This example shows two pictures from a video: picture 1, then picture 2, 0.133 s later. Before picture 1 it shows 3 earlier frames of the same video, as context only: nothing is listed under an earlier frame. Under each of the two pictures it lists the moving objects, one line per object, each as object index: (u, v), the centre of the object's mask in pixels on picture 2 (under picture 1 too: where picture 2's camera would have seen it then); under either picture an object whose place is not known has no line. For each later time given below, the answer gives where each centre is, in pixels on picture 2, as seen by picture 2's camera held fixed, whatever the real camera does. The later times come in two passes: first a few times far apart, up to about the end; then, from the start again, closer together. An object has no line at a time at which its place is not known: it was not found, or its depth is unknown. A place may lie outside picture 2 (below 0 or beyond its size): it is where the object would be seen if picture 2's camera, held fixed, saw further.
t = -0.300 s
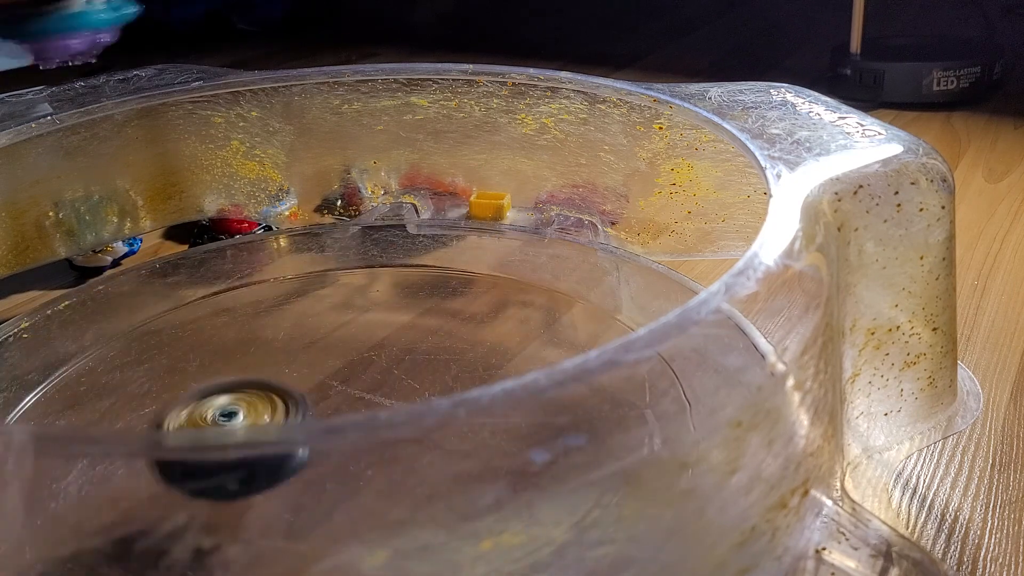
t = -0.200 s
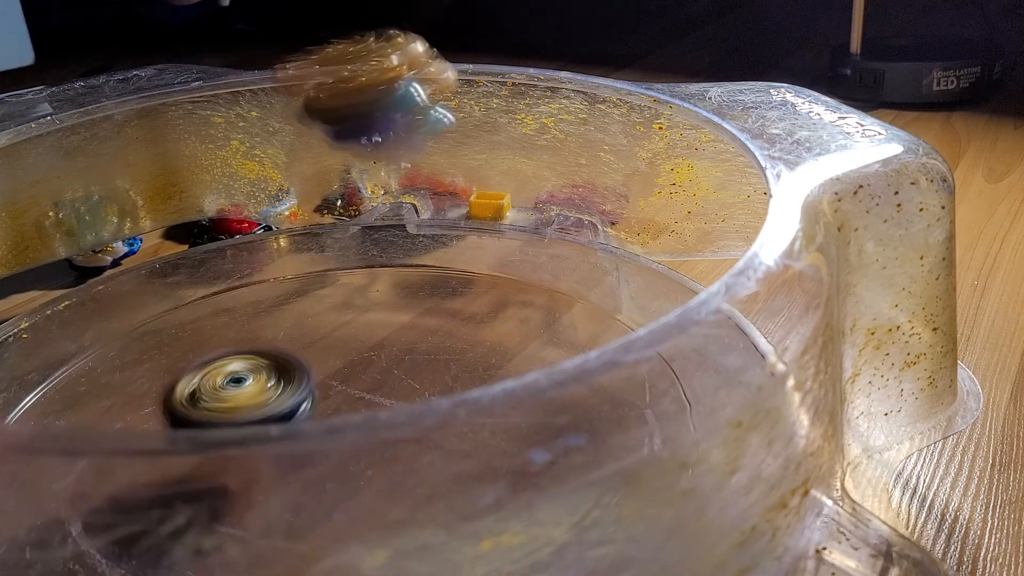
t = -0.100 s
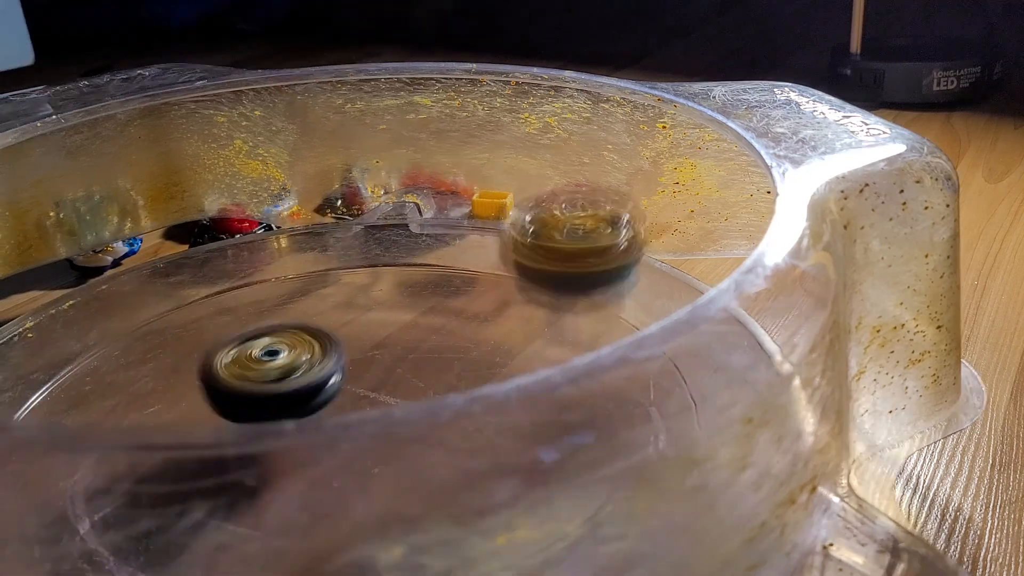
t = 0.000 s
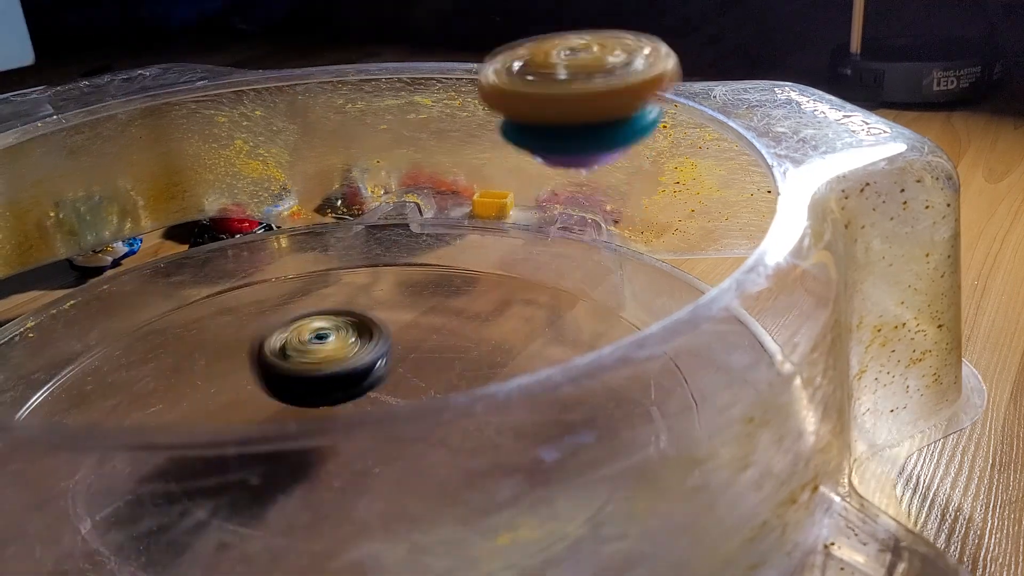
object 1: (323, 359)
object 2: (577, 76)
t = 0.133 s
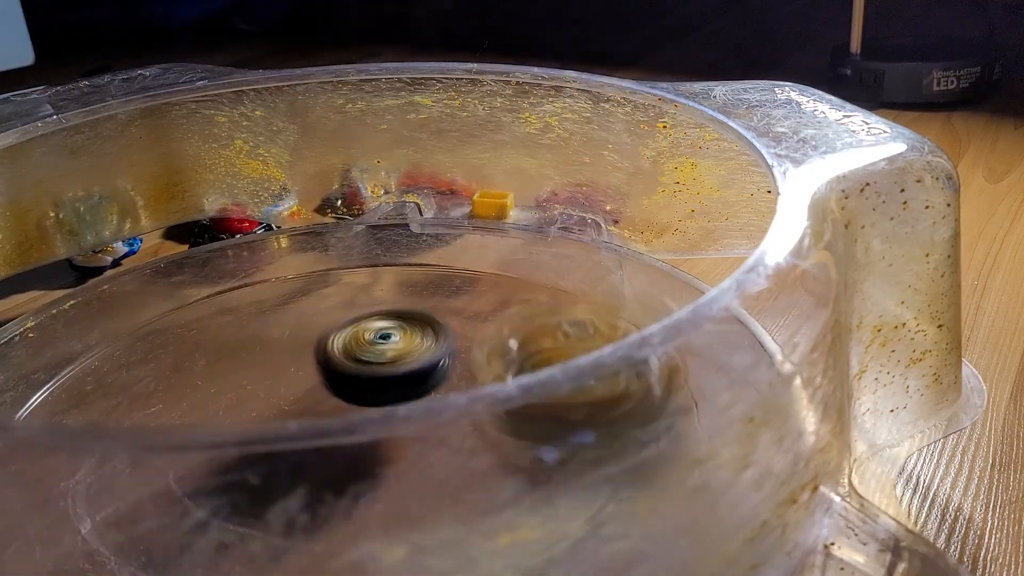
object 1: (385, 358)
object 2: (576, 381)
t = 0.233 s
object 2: (466, 332)
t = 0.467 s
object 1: (416, 438)
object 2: (247, 381)
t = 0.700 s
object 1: (315, 465)
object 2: (307, 264)
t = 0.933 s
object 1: (273, 398)
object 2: (351, 329)
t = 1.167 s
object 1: (243, 389)
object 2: (390, 345)
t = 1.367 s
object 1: (234, 375)
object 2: (391, 365)
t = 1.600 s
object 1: (260, 343)
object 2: (437, 362)
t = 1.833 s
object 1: (274, 314)
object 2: (550, 368)
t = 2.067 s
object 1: (302, 351)
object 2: (458, 328)
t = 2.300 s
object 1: (102, 357)
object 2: (531, 316)
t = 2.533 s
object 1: (143, 366)
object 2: (388, 371)
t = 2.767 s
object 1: (215, 410)
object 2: (317, 512)
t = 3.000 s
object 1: (261, 495)
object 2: (538, 481)
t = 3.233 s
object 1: (300, 514)
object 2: (571, 319)
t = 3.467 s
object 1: (359, 505)
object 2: (228, 267)
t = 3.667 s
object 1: (417, 481)
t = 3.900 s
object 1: (469, 451)
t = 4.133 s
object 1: (534, 269)
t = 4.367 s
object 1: (476, 302)
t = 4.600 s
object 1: (377, 378)
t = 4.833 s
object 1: (316, 352)
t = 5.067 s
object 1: (304, 305)
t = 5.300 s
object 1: (277, 299)
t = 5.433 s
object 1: (130, 315)
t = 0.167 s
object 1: (398, 359)
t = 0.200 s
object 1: (404, 361)
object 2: (538, 442)
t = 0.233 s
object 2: (466, 332)
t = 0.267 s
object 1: (427, 381)
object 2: (410, 276)
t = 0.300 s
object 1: (428, 372)
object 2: (361, 253)
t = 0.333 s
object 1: (433, 390)
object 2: (321, 274)
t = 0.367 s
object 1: (434, 399)
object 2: (289, 331)
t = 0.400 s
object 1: (434, 426)
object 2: (274, 386)
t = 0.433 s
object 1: (425, 428)
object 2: (249, 504)
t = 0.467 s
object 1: (416, 438)
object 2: (247, 381)
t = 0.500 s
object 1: (406, 448)
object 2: (241, 323)
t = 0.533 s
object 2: (248, 290)
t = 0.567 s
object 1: (376, 469)
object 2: (258, 289)
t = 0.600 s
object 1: (362, 473)
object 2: (275, 314)
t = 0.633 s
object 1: (347, 475)
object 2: (295, 339)
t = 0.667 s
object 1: (330, 476)
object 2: (298, 290)
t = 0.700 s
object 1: (315, 465)
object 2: (307, 264)
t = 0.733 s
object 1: (300, 462)
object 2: (321, 262)
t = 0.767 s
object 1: (289, 451)
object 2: (338, 283)
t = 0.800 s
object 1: (280, 447)
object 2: (348, 295)
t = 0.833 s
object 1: (276, 424)
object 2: (350, 292)
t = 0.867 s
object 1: (275, 424)
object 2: (355, 310)
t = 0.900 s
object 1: (268, 423)
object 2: (352, 312)
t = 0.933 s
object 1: (273, 398)
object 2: (351, 329)
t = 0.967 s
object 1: (259, 396)
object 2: (366, 327)
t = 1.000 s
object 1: (247, 395)
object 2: (379, 323)
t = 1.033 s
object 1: (238, 422)
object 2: (388, 327)
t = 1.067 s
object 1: (237, 397)
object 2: (393, 329)
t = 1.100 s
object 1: (240, 397)
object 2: (394, 332)
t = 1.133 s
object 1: (243, 396)
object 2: (390, 336)
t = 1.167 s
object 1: (243, 389)
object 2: (390, 345)
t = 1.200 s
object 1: (234, 392)
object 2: (396, 347)
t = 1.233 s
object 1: (230, 388)
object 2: (396, 352)
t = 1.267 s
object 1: (231, 384)
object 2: (392, 354)
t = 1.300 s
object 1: (234, 383)
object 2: (387, 356)
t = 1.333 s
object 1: (232, 382)
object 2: (388, 363)
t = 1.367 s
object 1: (234, 375)
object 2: (391, 365)
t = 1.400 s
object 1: (231, 371)
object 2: (403, 366)
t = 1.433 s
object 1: (234, 367)
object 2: (408, 366)
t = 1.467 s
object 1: (241, 363)
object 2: (410, 366)
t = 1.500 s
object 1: (251, 358)
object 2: (412, 366)
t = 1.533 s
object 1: (261, 356)
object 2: (413, 365)
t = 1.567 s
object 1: (273, 354)
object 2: (415, 363)
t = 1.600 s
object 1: (260, 343)
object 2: (437, 362)
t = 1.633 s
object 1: (250, 331)
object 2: (461, 362)
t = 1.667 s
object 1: (248, 323)
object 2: (484, 363)
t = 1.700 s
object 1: (249, 317)
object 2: (505, 381)
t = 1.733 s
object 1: (254, 313)
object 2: (524, 376)
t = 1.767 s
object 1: (260, 311)
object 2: (543, 400)
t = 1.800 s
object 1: (268, 311)
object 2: (544, 370)
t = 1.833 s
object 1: (274, 314)
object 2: (550, 368)
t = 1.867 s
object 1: (281, 316)
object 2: (542, 370)
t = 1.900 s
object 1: (288, 320)
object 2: (542, 361)
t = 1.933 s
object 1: (293, 324)
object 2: (526, 346)
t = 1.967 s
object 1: (299, 330)
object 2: (518, 340)
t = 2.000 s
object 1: (304, 337)
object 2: (499, 339)
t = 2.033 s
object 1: (308, 344)
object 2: (478, 333)
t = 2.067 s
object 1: (302, 351)
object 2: (458, 328)
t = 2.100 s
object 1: (248, 357)
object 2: (487, 320)
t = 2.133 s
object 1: (203, 352)
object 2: (510, 316)
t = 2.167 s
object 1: (166, 355)
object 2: (528, 316)
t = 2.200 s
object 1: (137, 358)
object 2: (539, 310)
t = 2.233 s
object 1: (119, 354)
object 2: (542, 313)
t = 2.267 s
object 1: (107, 356)
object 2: (541, 314)
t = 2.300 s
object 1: (102, 357)
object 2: (531, 316)
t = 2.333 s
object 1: (100, 352)
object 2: (518, 315)
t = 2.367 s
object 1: (103, 355)
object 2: (499, 326)
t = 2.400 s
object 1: (107, 356)
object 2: (478, 333)
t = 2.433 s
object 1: (113, 356)
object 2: (454, 343)
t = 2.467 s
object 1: (122, 357)
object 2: (430, 354)
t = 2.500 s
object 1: (133, 364)
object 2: (409, 362)
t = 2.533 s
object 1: (143, 366)
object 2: (388, 371)
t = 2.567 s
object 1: (156, 373)
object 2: (368, 381)
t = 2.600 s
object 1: (165, 375)
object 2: (349, 415)
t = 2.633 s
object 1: (176, 380)
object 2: (339, 446)
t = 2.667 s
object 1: (188, 384)
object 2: (319, 483)
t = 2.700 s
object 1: (199, 389)
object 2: (311, 495)
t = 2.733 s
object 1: (209, 392)
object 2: (311, 504)
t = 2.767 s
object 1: (215, 410)
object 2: (317, 512)
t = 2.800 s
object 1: (228, 426)
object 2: (330, 517)
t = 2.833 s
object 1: (237, 429)
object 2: (354, 520)
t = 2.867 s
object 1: (238, 457)
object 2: (395, 526)
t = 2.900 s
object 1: (245, 464)
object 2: (420, 522)
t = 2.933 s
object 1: (251, 486)
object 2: (455, 520)
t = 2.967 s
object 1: (256, 491)
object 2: (491, 516)
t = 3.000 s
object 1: (261, 495)
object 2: (538, 481)
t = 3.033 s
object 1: (264, 499)
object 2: (563, 469)
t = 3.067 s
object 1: (269, 504)
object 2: (595, 442)
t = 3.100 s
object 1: (274, 508)
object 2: (614, 430)
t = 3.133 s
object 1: (278, 508)
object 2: (628, 409)
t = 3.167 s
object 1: (286, 512)
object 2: (623, 381)
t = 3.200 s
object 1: (294, 513)
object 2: (592, 326)
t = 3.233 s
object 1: (300, 514)
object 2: (571, 319)
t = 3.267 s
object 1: (311, 514)
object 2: (536, 301)
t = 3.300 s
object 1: (314, 514)
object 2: (495, 285)
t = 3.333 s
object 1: (316, 511)
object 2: (447, 275)
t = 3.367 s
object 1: (331, 513)
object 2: (395, 268)
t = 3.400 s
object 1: (337, 511)
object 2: (342, 265)
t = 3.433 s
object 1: (347, 510)
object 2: (282, 264)
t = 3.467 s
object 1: (359, 505)
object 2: (228, 267)
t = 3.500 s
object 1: (366, 503)
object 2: (166, 275)
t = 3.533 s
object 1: (376, 500)
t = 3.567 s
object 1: (388, 495)
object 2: (62, 306)
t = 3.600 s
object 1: (394, 491)
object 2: (39, 327)
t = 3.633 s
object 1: (402, 487)
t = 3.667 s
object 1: (417, 481)
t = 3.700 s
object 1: (428, 477)
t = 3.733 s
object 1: (433, 472)
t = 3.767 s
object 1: (443, 468)
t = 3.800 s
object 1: (452, 463)
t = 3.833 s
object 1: (458, 460)
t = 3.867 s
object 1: (462, 456)
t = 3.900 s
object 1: (469, 451)
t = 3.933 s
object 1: (472, 446)
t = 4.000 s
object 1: (490, 398)
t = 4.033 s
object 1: (497, 359)
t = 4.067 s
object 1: (511, 330)
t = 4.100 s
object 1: (522, 300)
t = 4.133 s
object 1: (534, 269)
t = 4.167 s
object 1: (543, 249)
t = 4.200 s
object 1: (536, 245)
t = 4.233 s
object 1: (526, 258)
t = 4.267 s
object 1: (513, 264)
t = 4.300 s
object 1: (503, 276)
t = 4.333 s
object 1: (490, 292)
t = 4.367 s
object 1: (476, 302)
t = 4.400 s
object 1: (462, 319)
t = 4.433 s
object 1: (447, 336)
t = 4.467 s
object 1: (431, 348)
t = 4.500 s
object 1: (416, 362)
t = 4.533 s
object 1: (402, 369)
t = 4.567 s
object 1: (389, 373)
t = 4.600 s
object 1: (377, 378)
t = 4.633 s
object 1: (362, 379)
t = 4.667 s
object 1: (351, 379)
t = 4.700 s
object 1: (341, 378)
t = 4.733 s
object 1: (333, 374)
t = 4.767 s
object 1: (325, 370)
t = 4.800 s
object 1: (319, 362)
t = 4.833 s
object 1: (316, 352)
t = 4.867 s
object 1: (313, 344)
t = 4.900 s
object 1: (309, 335)
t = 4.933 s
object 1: (307, 327)
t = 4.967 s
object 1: (306, 319)
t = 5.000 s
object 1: (304, 314)
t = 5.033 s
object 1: (303, 310)
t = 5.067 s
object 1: (304, 305)
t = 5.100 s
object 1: (304, 304)
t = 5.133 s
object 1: (304, 302)
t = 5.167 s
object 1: (306, 301)
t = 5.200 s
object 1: (305, 302)
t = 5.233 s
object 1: (293, 303)
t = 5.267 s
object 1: (283, 300)
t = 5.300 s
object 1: (277, 299)
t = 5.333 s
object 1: (264, 303)
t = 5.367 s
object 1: (217, 306)
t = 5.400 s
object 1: (170, 306)
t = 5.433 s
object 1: (130, 315)
